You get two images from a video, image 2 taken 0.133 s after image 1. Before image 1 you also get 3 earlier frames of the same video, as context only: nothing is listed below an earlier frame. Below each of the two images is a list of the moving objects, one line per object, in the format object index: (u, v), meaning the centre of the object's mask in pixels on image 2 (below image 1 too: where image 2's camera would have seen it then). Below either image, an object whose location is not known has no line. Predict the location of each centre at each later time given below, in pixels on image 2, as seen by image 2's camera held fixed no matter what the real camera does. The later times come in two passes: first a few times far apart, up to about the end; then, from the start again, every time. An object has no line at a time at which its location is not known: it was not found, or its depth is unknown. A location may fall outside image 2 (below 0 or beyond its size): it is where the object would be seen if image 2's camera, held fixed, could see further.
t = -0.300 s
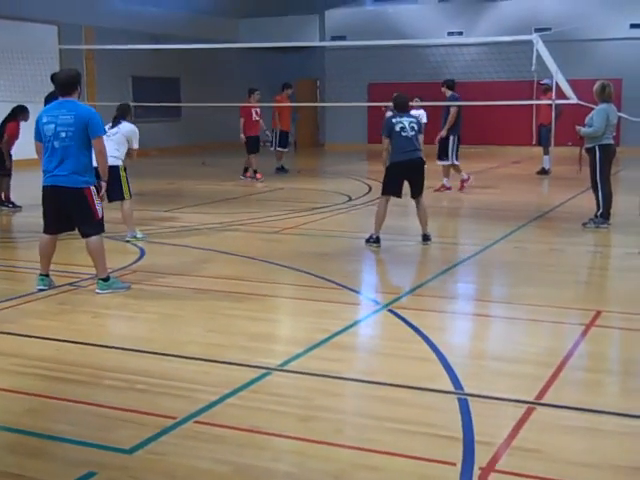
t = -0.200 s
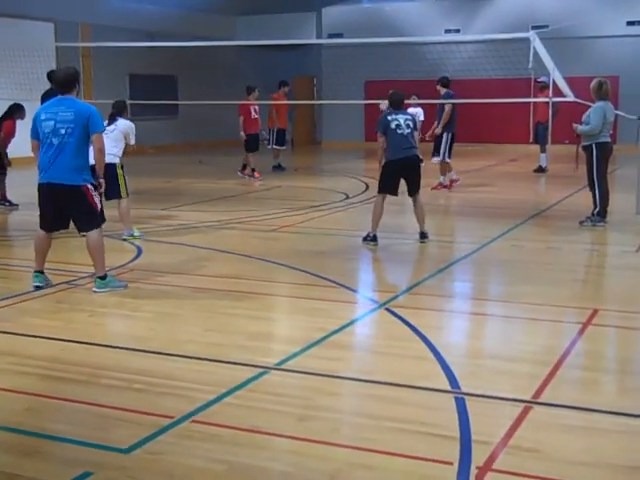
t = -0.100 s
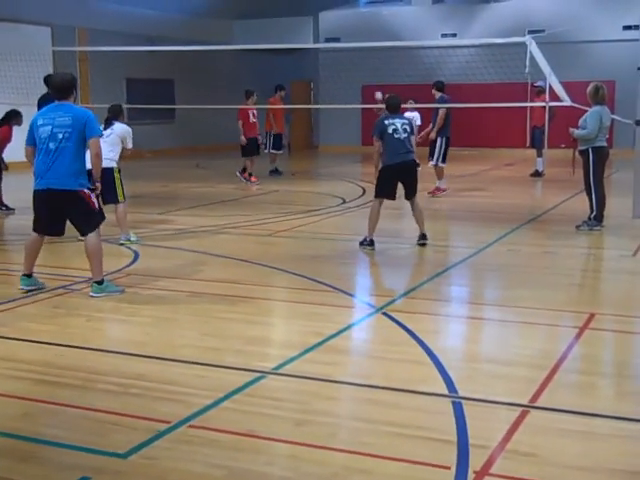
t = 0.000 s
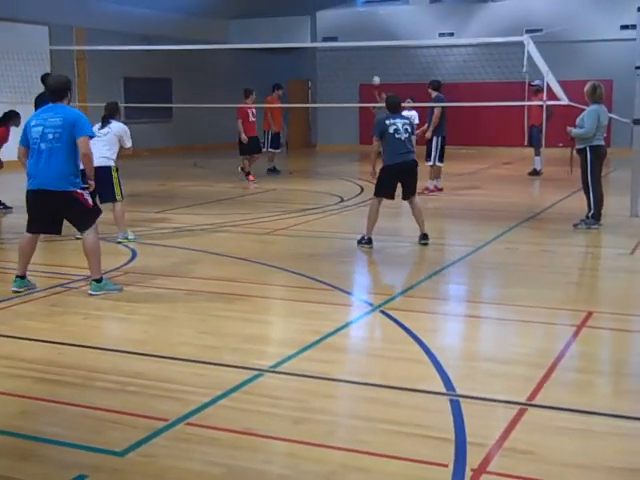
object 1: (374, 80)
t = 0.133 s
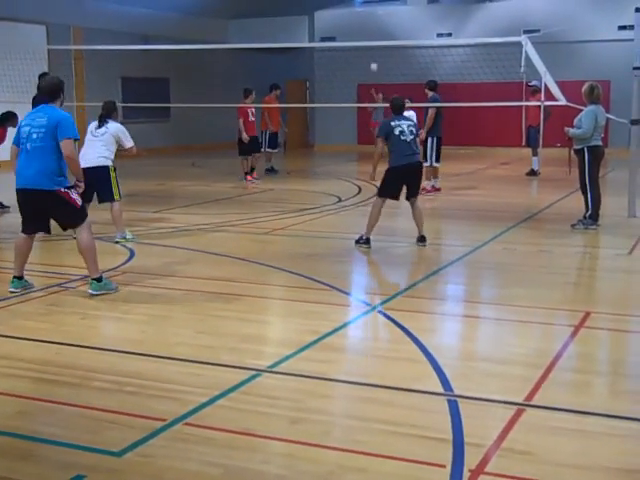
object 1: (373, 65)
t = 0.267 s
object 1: (373, 59)
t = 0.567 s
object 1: (373, 68)
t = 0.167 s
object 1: (373, 64)
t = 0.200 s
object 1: (373, 62)
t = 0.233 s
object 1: (373, 61)
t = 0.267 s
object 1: (373, 59)
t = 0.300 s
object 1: (373, 59)
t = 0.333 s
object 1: (373, 59)
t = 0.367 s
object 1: (373, 59)
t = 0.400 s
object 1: (373, 59)
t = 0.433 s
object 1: (373, 59)
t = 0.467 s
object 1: (373, 61)
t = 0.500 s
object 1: (373, 63)
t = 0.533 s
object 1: (373, 65)
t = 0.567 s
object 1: (373, 68)
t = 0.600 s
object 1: (373, 69)
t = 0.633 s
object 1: (373, 73)
